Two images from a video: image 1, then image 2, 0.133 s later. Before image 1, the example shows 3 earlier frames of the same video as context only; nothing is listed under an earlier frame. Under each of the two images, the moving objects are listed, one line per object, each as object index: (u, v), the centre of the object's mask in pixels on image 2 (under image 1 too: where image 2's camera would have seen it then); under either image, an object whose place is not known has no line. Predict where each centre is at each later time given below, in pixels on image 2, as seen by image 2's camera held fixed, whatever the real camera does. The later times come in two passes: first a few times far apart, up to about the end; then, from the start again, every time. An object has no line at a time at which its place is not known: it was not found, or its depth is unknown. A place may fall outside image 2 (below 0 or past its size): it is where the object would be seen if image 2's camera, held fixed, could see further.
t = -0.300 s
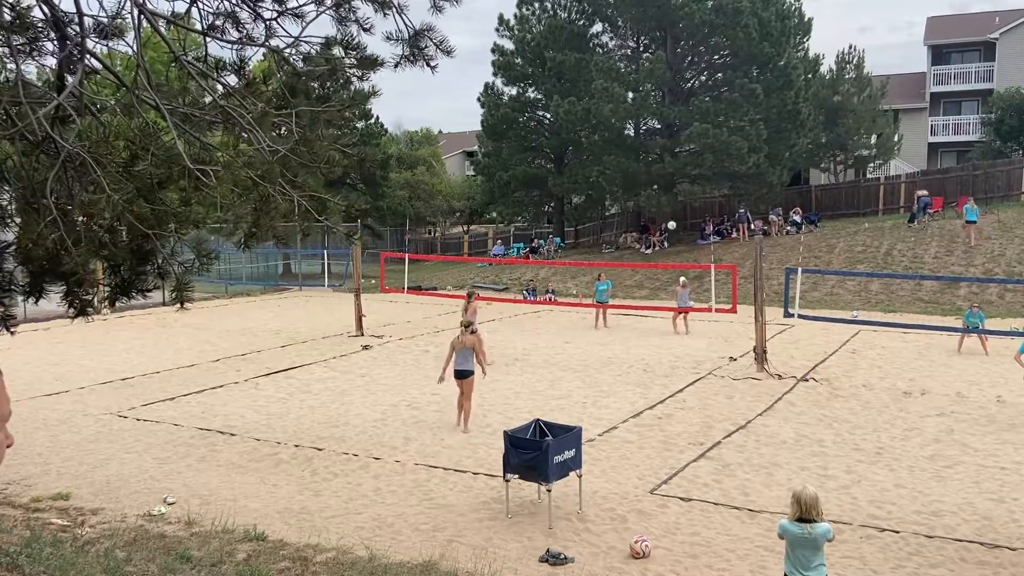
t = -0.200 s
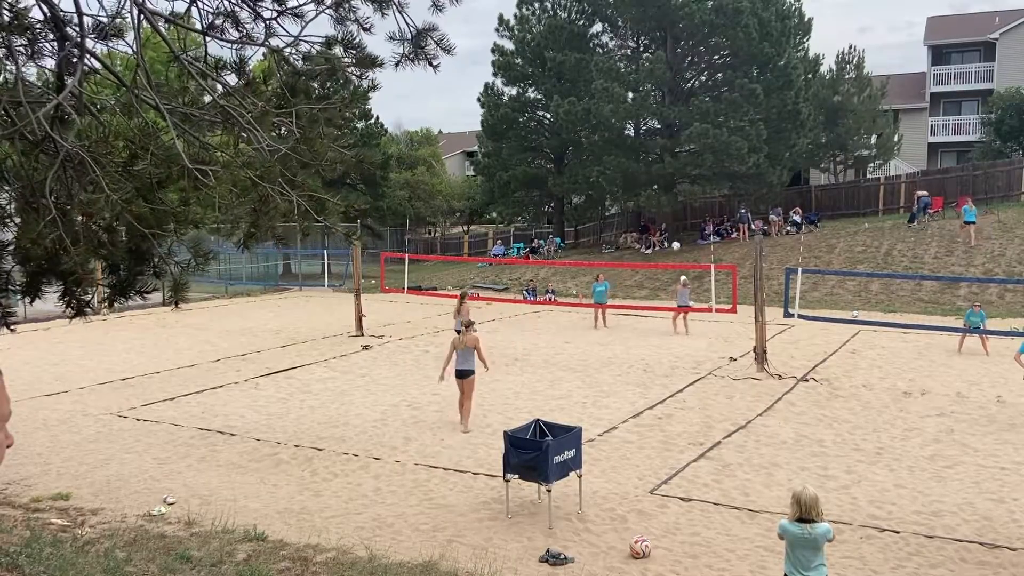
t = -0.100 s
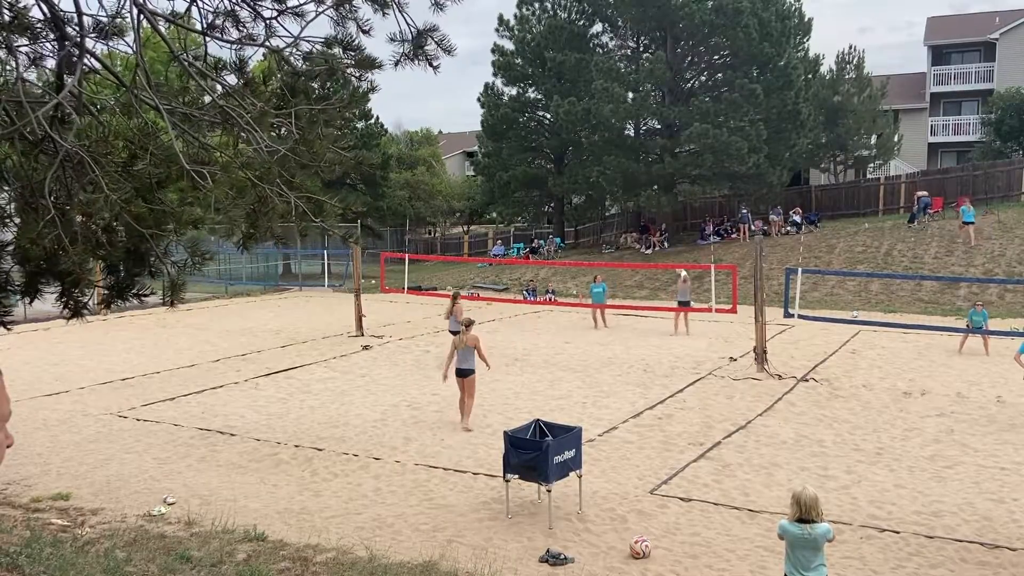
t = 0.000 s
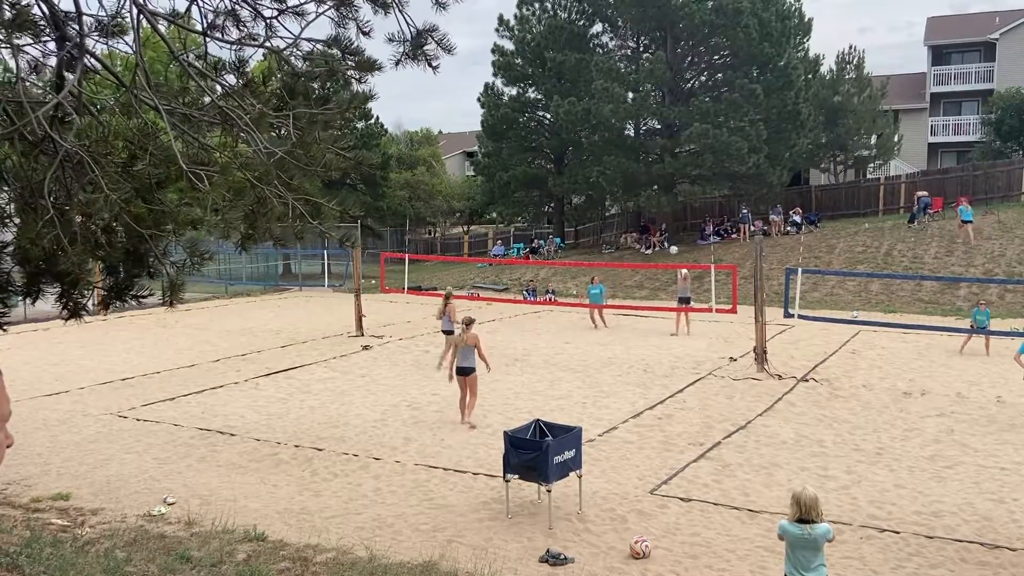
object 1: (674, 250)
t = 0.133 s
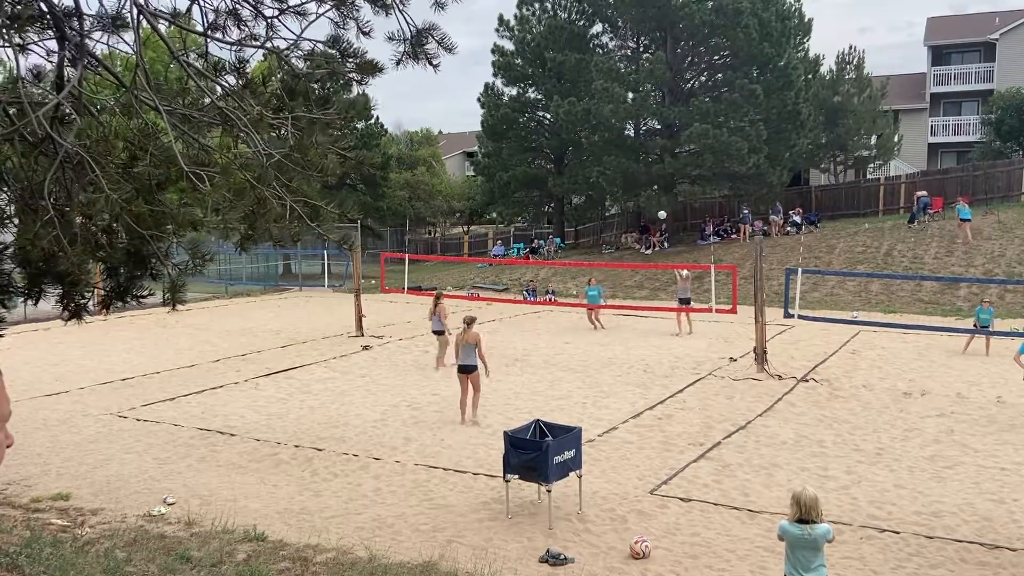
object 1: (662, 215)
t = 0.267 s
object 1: (652, 187)
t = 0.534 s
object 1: (630, 149)
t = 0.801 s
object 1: (610, 139)
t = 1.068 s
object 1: (590, 157)
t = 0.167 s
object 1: (659, 207)
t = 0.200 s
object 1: (657, 200)
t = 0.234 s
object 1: (654, 193)
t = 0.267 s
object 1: (652, 187)
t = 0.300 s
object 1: (648, 180)
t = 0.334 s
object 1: (646, 175)
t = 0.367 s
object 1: (643, 169)
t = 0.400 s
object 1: (640, 165)
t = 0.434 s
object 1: (638, 160)
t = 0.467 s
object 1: (635, 156)
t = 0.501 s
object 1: (632, 152)
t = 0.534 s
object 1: (630, 149)
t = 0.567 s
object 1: (627, 146)
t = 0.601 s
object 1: (625, 144)
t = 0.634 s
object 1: (622, 142)
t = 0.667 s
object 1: (620, 141)
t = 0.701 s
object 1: (617, 140)
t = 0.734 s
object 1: (615, 139)
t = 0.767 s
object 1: (612, 139)
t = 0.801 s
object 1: (610, 139)
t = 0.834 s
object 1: (608, 140)
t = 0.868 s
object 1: (605, 141)
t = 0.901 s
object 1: (603, 142)
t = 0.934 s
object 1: (600, 144)
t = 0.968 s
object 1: (598, 147)
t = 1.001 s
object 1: (595, 149)
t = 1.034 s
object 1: (593, 153)
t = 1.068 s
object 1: (590, 157)
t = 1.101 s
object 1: (588, 160)
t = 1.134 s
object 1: (586, 165)
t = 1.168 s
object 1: (584, 170)
